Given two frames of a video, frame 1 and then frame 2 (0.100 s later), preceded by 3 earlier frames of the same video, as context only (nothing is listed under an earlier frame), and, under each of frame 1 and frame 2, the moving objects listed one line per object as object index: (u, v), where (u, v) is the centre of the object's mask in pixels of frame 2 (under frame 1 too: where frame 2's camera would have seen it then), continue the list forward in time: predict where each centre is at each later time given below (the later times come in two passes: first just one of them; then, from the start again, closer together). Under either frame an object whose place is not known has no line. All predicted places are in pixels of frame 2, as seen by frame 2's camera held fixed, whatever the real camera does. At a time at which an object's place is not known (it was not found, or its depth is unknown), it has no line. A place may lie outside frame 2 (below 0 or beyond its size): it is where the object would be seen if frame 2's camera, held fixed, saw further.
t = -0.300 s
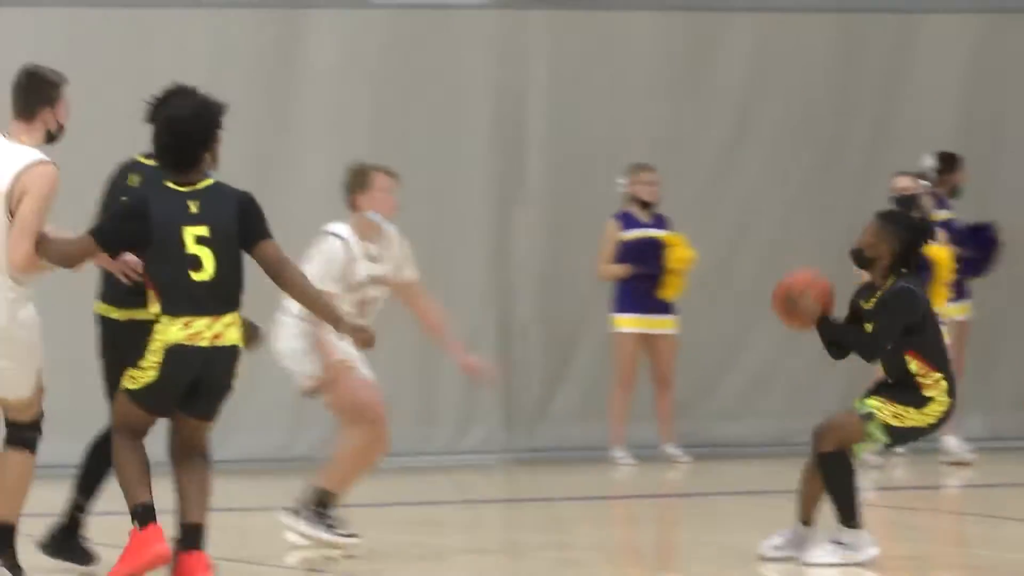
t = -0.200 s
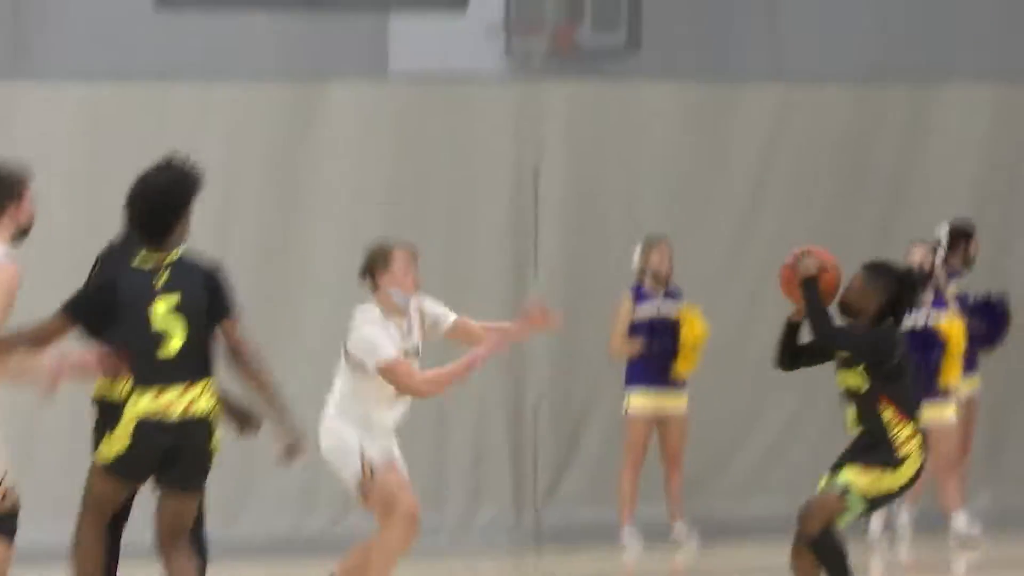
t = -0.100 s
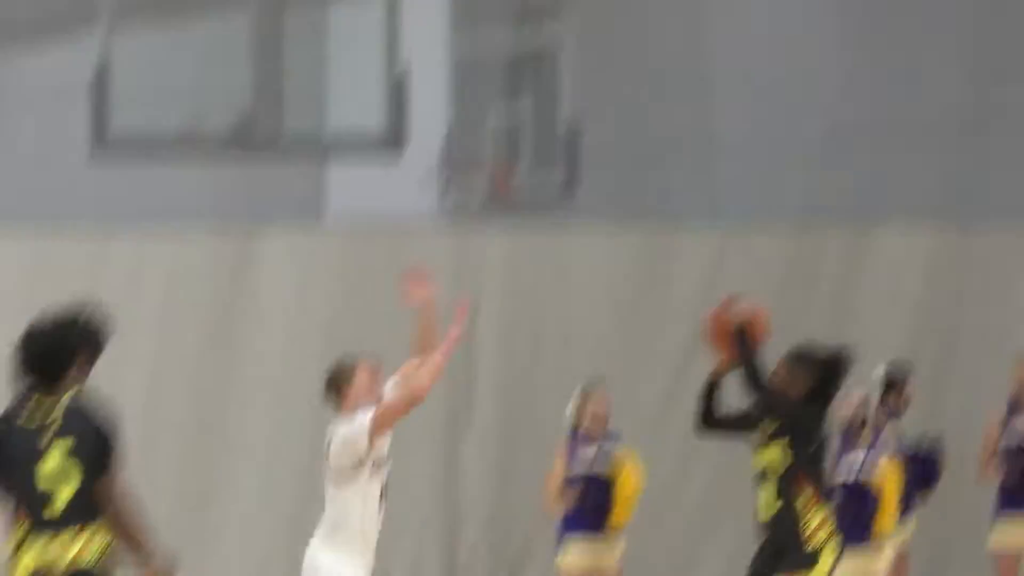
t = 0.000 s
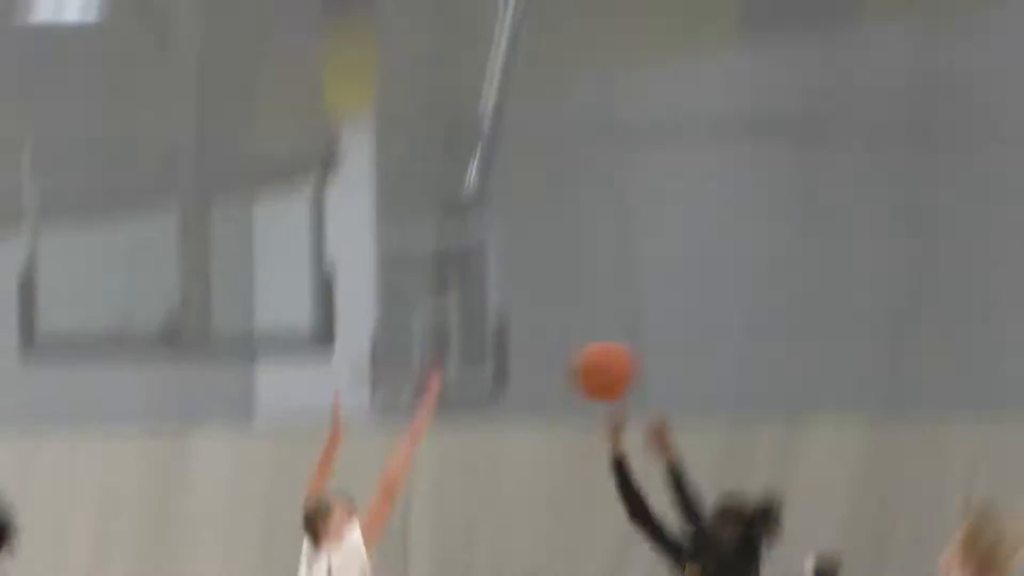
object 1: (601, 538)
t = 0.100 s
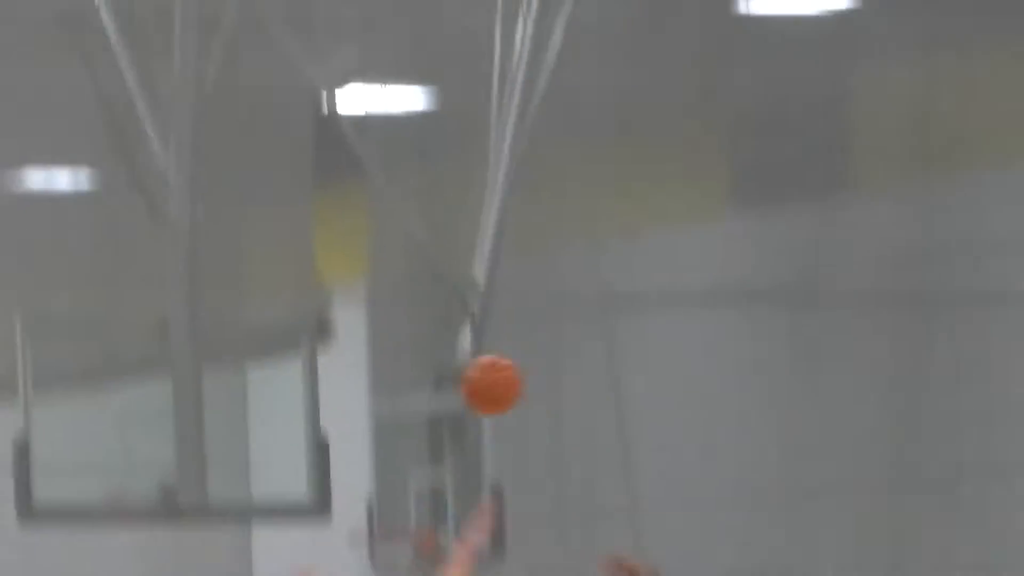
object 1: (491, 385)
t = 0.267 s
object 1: (317, 200)
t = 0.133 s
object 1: (456, 342)
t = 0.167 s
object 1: (421, 302)
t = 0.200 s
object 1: (387, 264)
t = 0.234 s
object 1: (353, 231)
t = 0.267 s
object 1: (317, 200)
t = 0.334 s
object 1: (252, 146)
